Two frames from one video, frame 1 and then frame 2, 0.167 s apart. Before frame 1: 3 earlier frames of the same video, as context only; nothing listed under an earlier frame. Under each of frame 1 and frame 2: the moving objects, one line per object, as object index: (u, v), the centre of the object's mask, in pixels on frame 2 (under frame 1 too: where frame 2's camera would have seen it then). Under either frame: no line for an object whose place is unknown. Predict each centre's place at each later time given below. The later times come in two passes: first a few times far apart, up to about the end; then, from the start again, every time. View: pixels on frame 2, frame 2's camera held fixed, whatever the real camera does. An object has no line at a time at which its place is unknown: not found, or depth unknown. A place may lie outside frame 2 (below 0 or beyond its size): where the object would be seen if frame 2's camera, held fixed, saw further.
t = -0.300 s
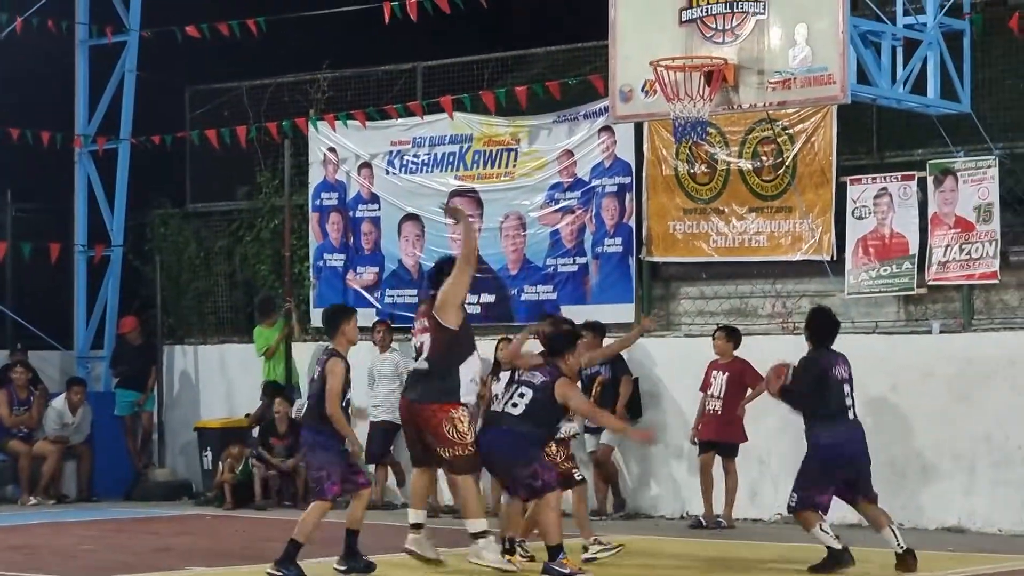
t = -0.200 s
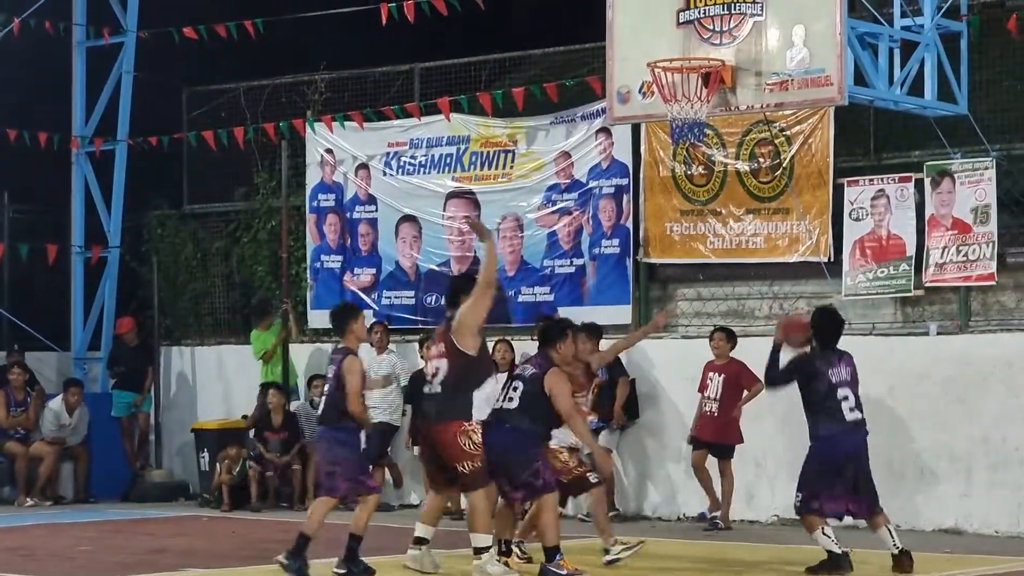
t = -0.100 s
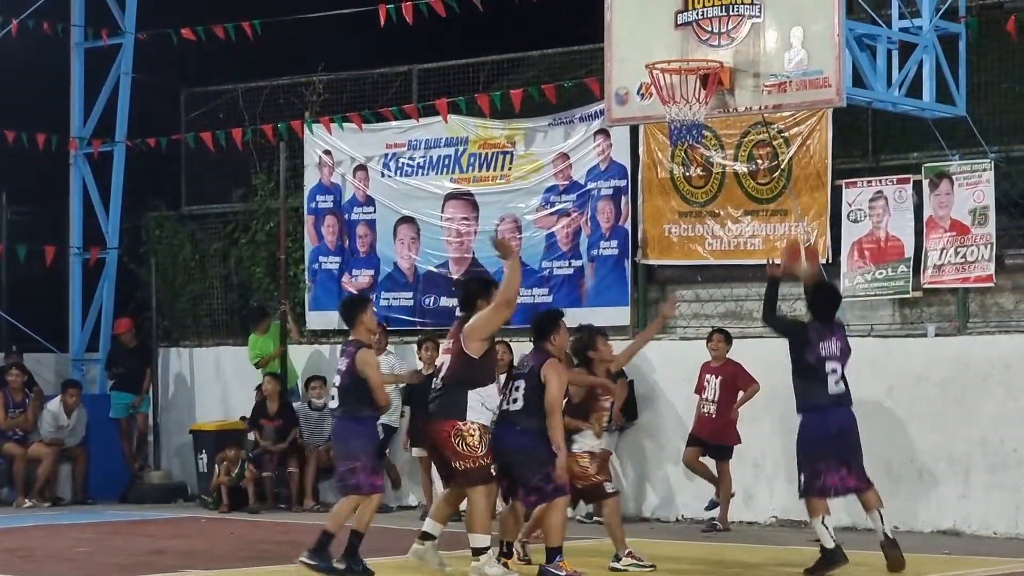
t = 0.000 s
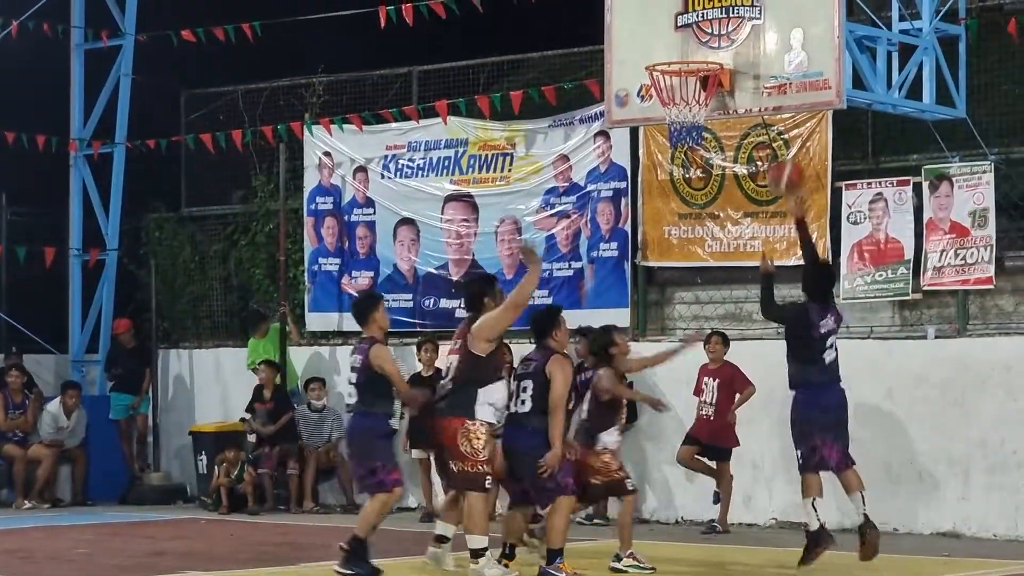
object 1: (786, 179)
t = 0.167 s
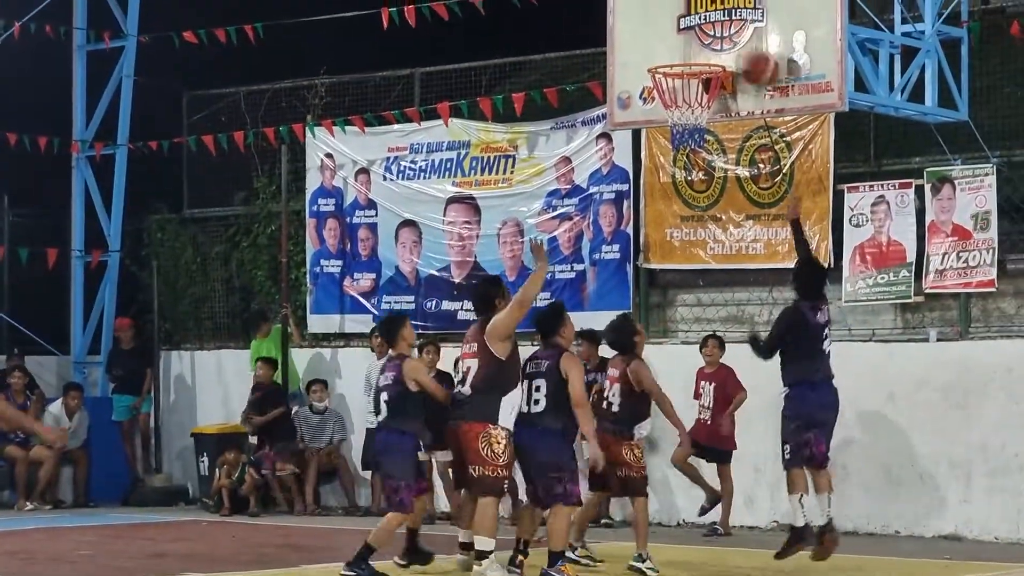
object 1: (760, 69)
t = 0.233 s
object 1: (744, 43)
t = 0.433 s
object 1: (697, 11)
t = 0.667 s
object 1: (645, 51)
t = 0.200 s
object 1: (752, 56)
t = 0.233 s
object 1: (744, 43)
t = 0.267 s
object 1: (735, 34)
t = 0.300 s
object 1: (729, 27)
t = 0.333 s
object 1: (719, 20)
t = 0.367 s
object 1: (713, 15)
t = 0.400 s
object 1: (705, 12)
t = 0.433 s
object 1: (697, 11)
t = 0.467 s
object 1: (689, 12)
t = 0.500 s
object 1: (682, 14)
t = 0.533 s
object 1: (674, 18)
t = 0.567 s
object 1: (667, 24)
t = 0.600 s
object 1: (660, 31)
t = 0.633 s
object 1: (652, 40)
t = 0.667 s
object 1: (645, 51)
